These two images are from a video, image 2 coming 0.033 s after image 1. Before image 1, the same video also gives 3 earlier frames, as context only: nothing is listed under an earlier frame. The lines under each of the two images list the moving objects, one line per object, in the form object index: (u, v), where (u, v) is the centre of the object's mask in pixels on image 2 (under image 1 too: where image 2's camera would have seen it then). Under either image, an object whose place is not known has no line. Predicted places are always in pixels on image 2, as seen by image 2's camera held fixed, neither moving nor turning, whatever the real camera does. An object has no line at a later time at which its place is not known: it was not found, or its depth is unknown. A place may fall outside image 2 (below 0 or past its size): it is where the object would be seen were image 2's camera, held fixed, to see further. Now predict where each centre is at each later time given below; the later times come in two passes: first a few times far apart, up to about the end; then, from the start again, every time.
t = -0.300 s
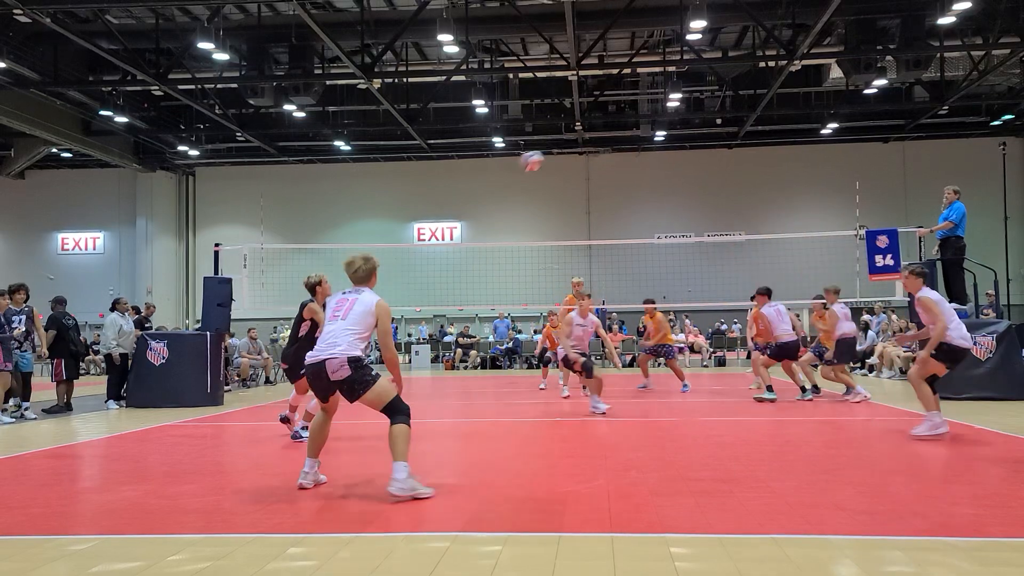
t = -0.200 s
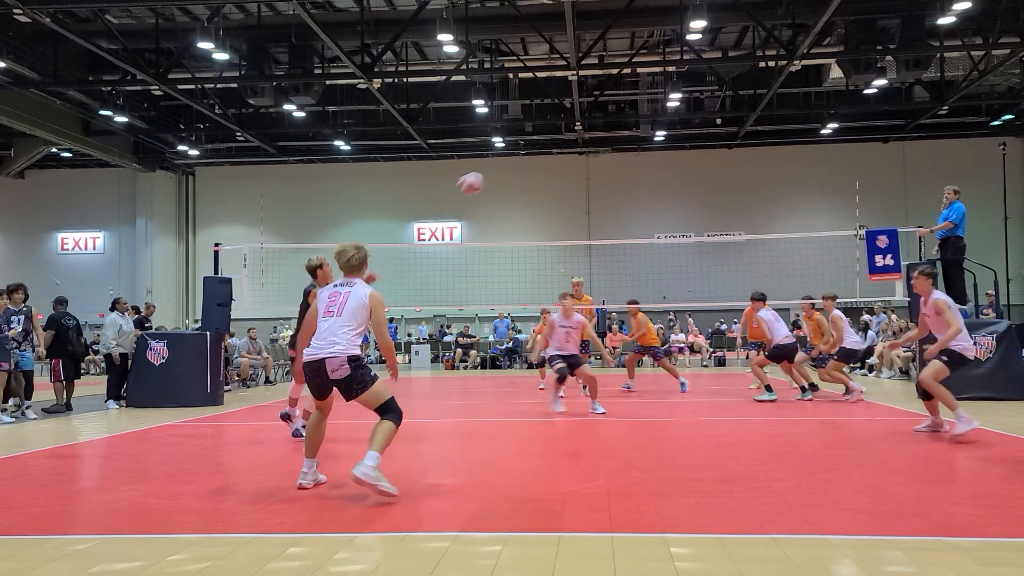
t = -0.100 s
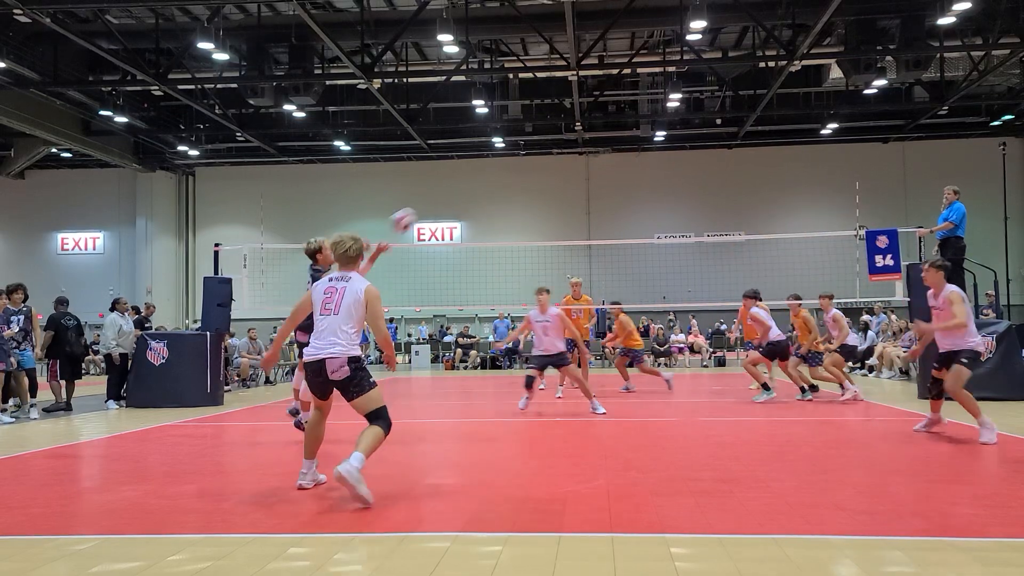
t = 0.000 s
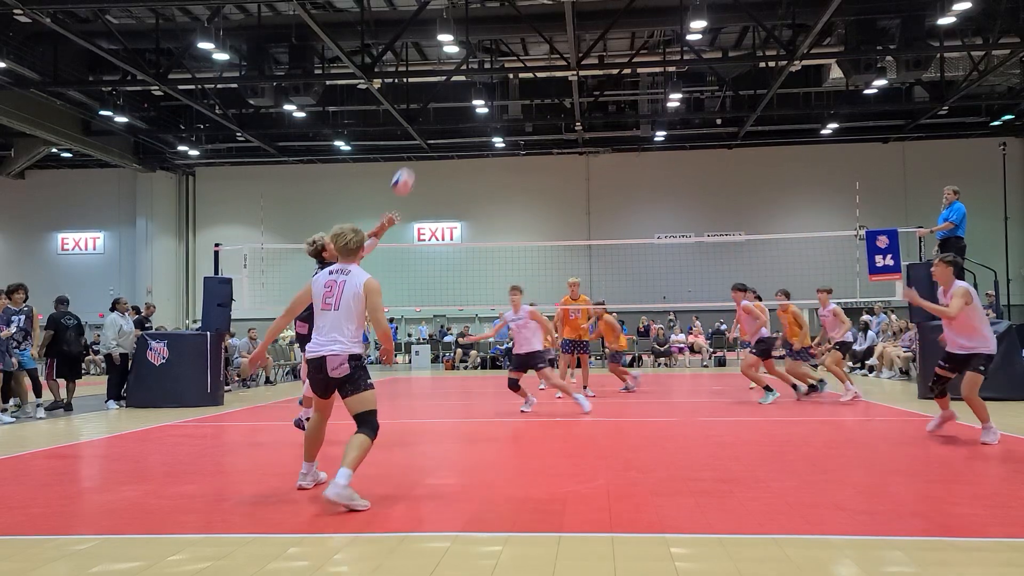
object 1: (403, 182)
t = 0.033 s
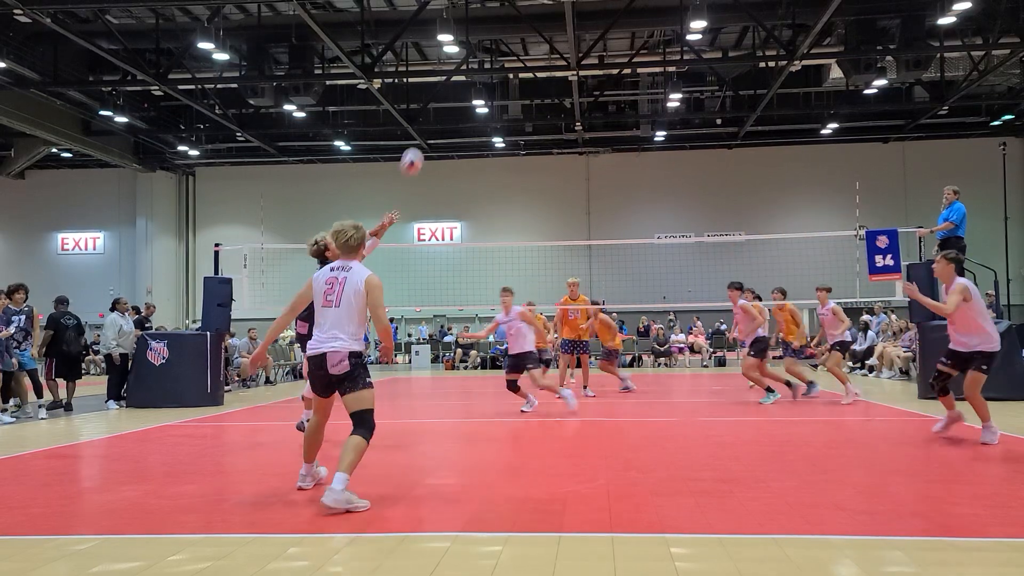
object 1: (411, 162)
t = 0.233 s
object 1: (457, 72)
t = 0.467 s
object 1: (503, 25)
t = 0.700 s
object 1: (544, 30)
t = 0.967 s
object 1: (584, 88)
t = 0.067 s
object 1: (419, 144)
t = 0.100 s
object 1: (427, 126)
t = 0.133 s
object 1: (435, 111)
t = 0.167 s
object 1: (442, 97)
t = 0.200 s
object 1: (449, 84)
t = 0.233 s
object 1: (457, 72)
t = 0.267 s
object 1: (464, 62)
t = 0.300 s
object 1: (471, 53)
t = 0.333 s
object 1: (477, 45)
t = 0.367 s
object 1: (484, 38)
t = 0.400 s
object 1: (490, 33)
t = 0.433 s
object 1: (497, 28)
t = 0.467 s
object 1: (503, 25)
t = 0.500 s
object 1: (509, 23)
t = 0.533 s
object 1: (515, 22)
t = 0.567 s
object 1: (521, 21)
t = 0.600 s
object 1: (527, 22)
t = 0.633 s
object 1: (532, 24)
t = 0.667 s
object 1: (538, 26)
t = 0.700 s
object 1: (544, 30)
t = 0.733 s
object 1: (549, 34)
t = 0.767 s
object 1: (554, 39)
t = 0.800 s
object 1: (559, 46)
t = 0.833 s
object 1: (564, 53)
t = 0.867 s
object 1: (570, 61)
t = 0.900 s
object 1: (575, 69)
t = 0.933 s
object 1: (580, 78)
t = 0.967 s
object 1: (584, 88)
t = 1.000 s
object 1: (589, 99)
